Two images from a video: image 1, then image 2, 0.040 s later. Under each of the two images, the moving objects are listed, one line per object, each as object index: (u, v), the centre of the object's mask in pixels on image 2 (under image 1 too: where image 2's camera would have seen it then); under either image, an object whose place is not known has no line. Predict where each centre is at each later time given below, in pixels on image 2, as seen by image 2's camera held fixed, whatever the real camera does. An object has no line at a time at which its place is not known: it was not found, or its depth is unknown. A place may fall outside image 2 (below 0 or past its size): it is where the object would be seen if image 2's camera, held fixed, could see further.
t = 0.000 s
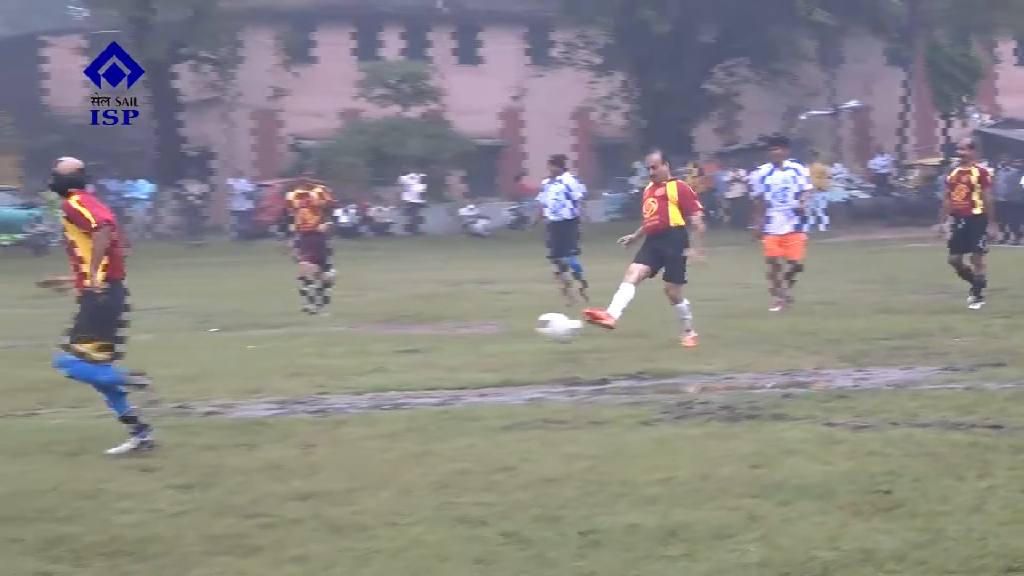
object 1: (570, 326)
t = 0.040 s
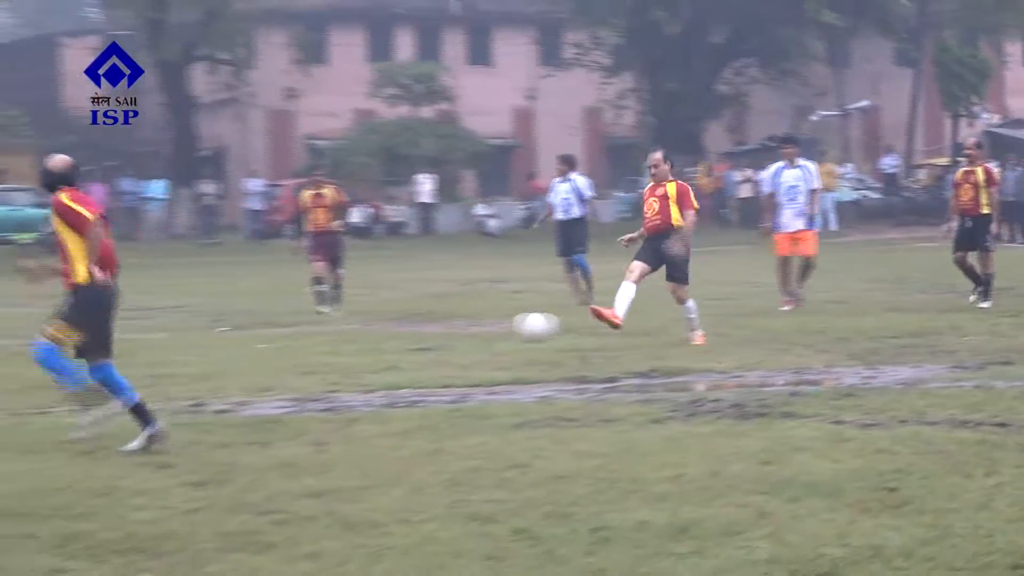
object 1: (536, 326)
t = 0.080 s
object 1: (500, 328)
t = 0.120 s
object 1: (464, 333)
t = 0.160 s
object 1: (425, 340)
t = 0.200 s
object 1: (385, 352)
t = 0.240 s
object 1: (343, 368)
